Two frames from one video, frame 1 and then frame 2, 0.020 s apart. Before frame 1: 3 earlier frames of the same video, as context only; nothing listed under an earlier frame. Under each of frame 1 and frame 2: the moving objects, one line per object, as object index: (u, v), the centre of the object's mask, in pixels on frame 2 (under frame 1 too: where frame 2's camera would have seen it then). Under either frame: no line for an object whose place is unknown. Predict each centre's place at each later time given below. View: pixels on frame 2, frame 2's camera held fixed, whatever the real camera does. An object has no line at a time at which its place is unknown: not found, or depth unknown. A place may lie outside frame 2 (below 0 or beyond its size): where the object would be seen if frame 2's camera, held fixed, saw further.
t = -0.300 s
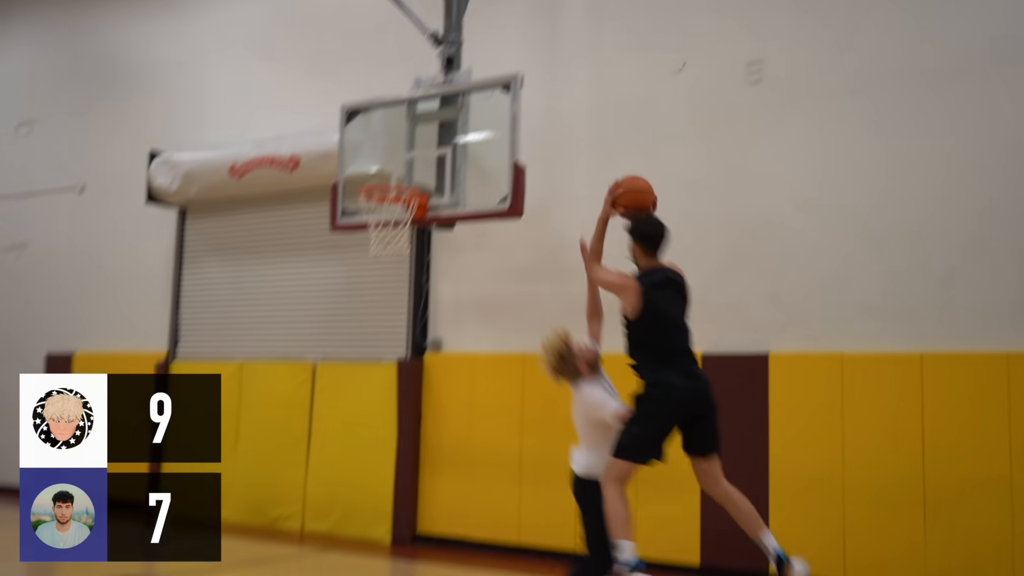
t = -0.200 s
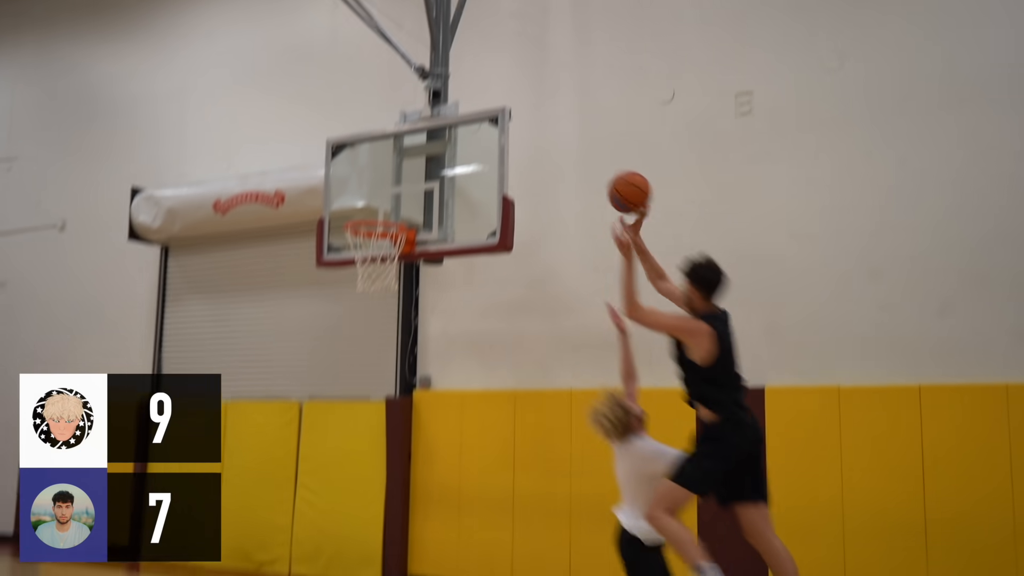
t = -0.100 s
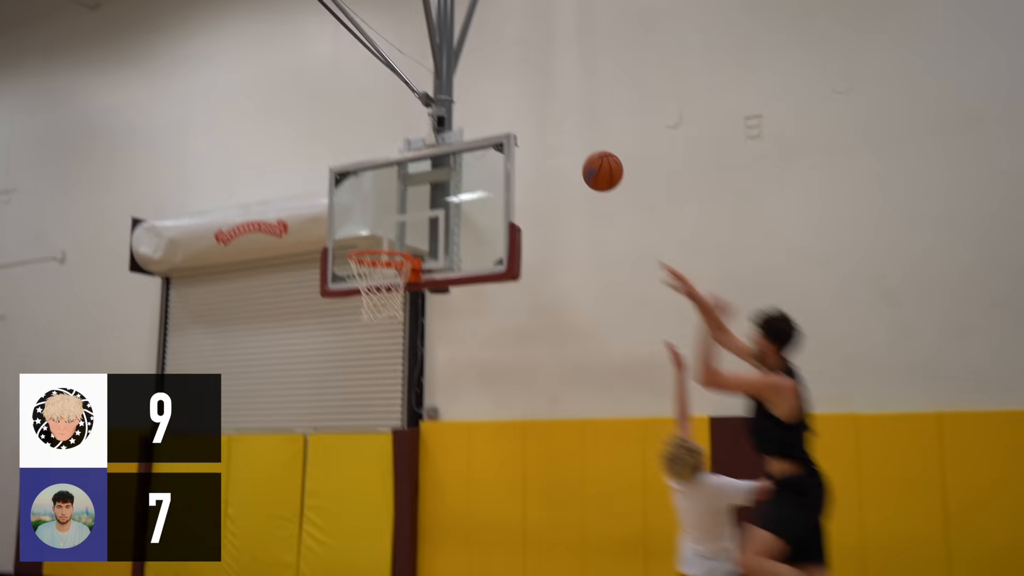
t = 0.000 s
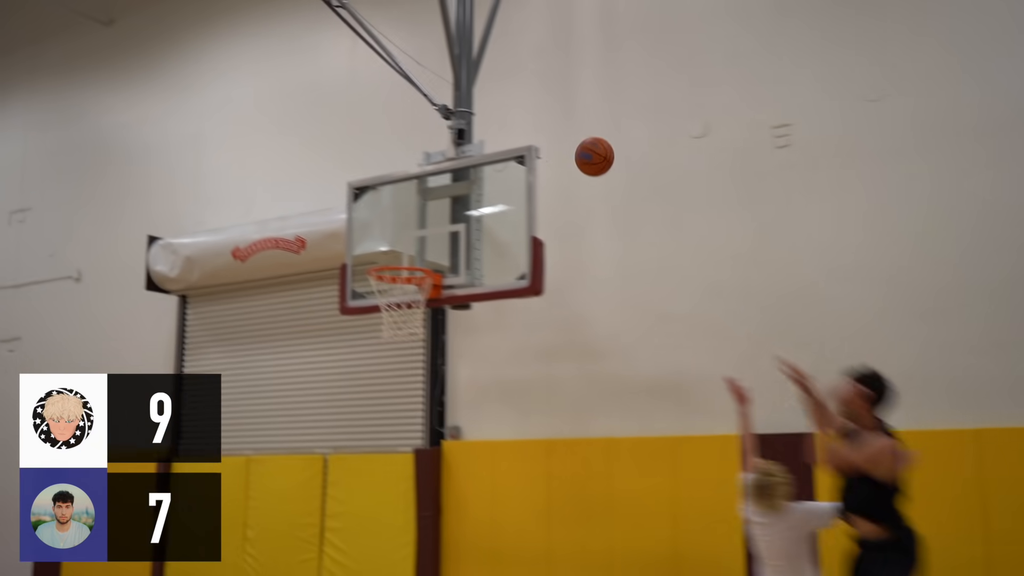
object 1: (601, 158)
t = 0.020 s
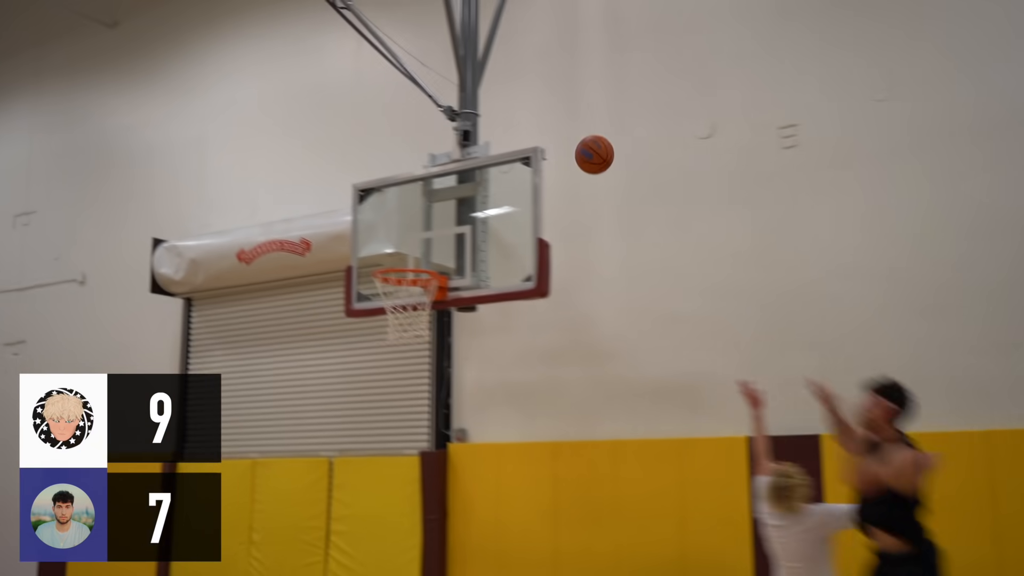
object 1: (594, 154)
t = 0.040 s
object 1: (588, 152)
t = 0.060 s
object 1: (582, 150)
